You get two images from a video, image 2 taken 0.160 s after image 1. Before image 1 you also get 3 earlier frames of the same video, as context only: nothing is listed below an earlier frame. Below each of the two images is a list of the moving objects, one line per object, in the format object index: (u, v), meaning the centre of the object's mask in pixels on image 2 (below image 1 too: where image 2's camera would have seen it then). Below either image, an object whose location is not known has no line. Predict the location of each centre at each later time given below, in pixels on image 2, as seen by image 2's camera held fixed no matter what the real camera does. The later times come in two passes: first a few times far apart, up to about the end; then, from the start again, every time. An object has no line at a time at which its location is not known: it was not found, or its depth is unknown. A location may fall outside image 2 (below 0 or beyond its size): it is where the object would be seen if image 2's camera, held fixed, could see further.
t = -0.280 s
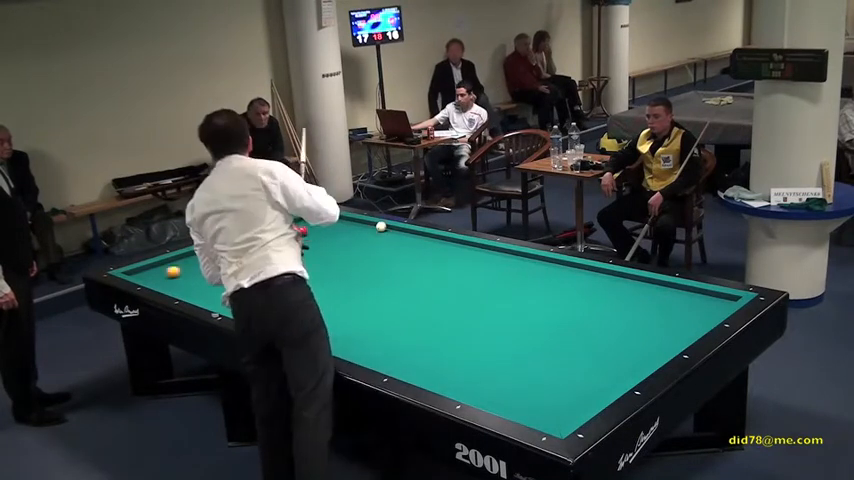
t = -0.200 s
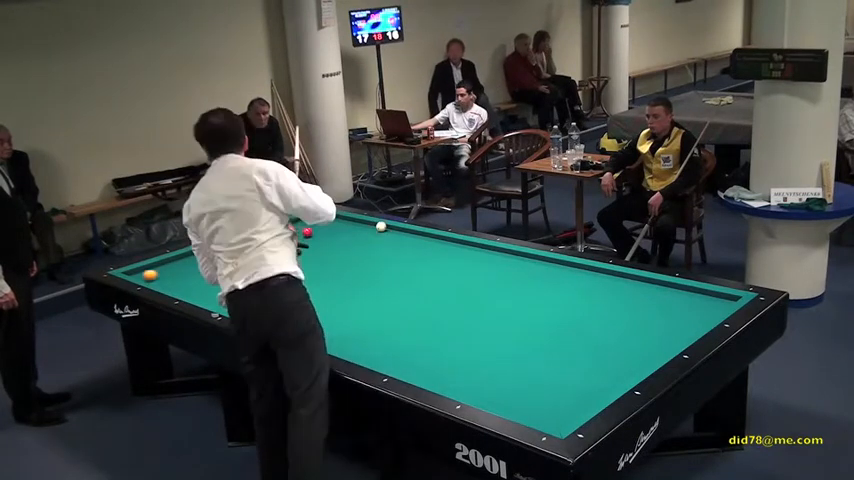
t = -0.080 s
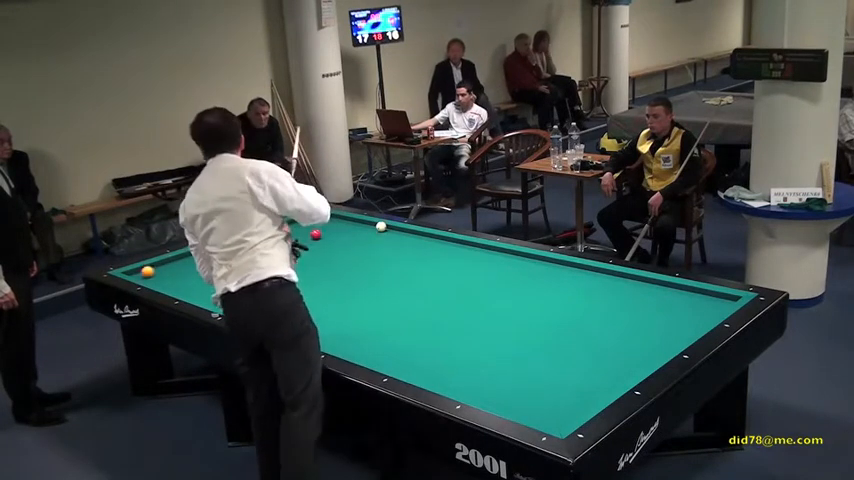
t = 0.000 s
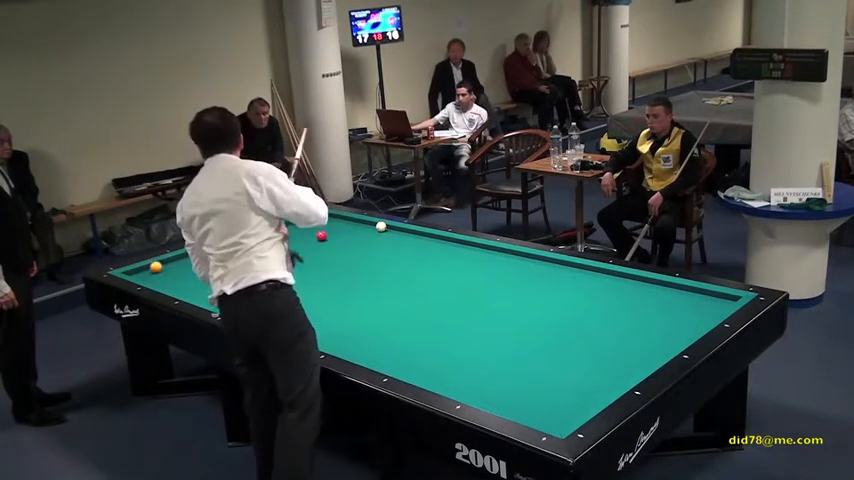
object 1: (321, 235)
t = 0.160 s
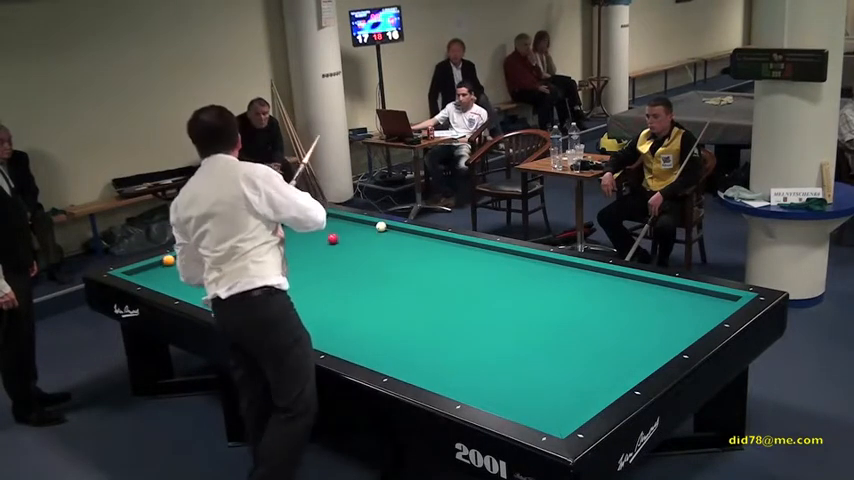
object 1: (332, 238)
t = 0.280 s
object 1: (341, 240)
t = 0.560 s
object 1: (361, 245)
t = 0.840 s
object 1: (382, 250)
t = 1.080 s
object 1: (400, 255)
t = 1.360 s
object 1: (422, 261)
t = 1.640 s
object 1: (445, 266)
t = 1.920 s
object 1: (468, 272)
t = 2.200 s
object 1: (492, 279)
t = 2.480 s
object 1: (516, 285)
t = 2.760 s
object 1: (541, 291)
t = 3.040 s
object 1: (566, 297)
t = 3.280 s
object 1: (588, 303)
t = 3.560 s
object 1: (615, 310)
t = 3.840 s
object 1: (642, 317)
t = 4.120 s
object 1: (670, 324)
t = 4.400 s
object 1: (685, 328)
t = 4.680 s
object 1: (669, 324)
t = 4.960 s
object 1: (653, 321)
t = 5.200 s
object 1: (641, 318)
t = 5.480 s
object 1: (627, 316)
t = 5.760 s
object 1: (615, 313)
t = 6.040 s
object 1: (603, 311)
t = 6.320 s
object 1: (592, 309)
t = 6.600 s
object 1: (582, 308)
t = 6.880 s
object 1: (573, 306)
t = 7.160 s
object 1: (564, 304)
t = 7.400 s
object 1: (557, 303)
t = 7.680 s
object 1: (550, 302)
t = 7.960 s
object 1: (544, 301)
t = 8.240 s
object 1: (538, 300)
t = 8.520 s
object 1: (533, 299)
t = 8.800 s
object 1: (528, 298)
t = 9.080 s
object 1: (525, 298)
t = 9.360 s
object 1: (522, 297)
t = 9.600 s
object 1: (520, 297)
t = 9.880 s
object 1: (518, 297)
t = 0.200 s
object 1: (335, 239)
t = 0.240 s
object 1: (338, 239)
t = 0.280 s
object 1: (341, 240)
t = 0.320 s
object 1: (344, 241)
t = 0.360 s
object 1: (347, 242)
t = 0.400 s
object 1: (350, 243)
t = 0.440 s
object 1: (352, 243)
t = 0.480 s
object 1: (355, 244)
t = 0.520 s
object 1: (358, 245)
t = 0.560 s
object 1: (361, 245)
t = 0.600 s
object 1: (364, 246)
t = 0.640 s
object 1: (367, 247)
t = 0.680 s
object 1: (370, 247)
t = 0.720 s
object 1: (373, 248)
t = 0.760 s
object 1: (376, 249)
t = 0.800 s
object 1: (379, 250)
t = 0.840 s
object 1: (382, 250)
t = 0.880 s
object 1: (385, 252)
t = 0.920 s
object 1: (388, 252)
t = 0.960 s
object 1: (391, 253)
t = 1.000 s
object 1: (394, 254)
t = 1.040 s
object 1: (397, 254)
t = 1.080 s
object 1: (400, 255)
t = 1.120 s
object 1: (404, 256)
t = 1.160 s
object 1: (406, 257)
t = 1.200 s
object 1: (410, 258)
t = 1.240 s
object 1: (413, 259)
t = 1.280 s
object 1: (416, 260)
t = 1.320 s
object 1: (419, 260)
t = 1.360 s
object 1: (422, 261)
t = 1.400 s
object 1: (426, 262)
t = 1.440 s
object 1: (429, 263)
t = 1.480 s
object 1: (432, 264)
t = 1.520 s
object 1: (435, 264)
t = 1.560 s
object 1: (438, 265)
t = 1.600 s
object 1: (442, 266)
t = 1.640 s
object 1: (445, 266)
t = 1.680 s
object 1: (448, 267)
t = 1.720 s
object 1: (451, 268)
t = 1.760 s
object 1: (455, 269)
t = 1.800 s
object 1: (458, 270)
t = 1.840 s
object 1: (461, 271)
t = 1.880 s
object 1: (465, 272)
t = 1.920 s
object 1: (468, 272)
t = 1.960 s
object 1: (471, 273)
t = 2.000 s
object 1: (475, 274)
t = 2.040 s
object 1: (478, 275)
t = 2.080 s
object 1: (482, 276)
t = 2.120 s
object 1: (485, 277)
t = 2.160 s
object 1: (488, 278)
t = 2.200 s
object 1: (492, 279)
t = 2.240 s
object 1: (495, 279)
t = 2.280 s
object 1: (499, 280)
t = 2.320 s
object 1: (502, 281)
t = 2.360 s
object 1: (505, 282)
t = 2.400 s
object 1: (509, 283)
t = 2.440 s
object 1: (513, 284)
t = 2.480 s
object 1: (516, 285)
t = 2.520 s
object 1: (520, 286)
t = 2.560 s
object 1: (523, 286)
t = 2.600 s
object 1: (527, 287)
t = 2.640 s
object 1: (531, 289)
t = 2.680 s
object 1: (534, 289)
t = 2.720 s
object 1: (538, 290)
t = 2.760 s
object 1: (541, 291)
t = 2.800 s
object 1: (545, 292)
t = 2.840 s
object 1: (548, 293)
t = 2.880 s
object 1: (552, 294)
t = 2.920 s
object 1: (556, 295)
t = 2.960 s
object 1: (559, 296)
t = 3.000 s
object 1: (563, 297)
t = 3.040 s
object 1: (566, 297)
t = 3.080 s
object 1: (570, 299)
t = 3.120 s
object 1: (574, 300)
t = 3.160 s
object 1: (577, 300)
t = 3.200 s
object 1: (581, 301)
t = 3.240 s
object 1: (585, 302)
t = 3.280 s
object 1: (588, 303)
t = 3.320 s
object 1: (593, 304)
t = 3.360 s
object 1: (596, 305)
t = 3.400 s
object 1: (600, 306)
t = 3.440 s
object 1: (604, 307)
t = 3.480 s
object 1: (608, 308)
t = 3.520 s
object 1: (611, 309)
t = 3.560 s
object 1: (615, 310)
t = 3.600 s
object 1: (619, 311)
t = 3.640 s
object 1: (623, 312)
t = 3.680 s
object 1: (626, 313)
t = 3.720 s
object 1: (631, 314)
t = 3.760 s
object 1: (634, 315)
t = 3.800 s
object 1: (638, 316)
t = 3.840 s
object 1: (642, 317)
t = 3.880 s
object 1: (646, 318)
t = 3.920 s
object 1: (650, 319)
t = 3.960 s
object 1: (654, 320)
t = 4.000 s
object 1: (658, 321)
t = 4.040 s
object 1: (662, 322)
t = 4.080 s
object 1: (666, 323)
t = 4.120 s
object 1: (670, 324)
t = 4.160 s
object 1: (674, 325)
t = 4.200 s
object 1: (678, 326)
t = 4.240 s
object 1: (681, 327)
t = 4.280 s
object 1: (685, 328)
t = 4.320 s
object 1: (689, 328)
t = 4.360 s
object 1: (687, 328)
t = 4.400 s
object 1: (685, 328)
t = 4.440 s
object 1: (683, 327)
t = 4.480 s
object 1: (681, 327)
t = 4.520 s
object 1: (678, 326)
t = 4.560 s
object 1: (676, 325)
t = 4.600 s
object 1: (673, 325)
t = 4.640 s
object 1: (671, 324)
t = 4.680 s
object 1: (669, 324)
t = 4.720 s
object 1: (666, 323)
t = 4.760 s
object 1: (664, 323)
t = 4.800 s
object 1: (662, 323)
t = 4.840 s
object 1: (660, 322)
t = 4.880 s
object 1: (658, 321)
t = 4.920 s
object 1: (656, 321)
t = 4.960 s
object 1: (653, 321)
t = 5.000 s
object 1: (651, 320)
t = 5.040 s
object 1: (649, 320)
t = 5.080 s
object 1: (647, 320)
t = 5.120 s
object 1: (645, 319)
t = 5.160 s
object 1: (643, 319)
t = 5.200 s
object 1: (641, 318)
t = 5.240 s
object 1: (639, 318)
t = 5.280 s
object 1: (637, 318)
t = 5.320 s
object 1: (635, 317)
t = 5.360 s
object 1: (633, 317)
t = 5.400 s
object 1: (631, 316)
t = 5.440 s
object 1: (629, 316)
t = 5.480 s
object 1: (627, 316)
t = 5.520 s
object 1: (626, 315)
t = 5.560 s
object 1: (624, 315)
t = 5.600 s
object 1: (622, 315)
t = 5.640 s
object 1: (620, 314)
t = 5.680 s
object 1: (618, 314)
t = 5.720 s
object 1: (616, 314)
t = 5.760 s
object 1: (615, 313)
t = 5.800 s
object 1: (613, 313)
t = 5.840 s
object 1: (611, 313)
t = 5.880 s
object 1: (610, 312)
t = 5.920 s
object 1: (608, 312)
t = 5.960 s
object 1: (607, 312)
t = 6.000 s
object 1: (605, 311)
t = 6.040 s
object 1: (603, 311)
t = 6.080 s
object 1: (602, 311)
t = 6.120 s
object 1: (600, 310)
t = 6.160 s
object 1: (599, 310)
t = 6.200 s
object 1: (597, 310)
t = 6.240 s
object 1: (595, 309)
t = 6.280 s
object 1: (594, 309)
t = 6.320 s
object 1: (592, 309)
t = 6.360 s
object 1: (591, 309)
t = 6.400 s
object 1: (589, 309)
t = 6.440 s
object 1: (588, 308)
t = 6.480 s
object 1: (586, 308)
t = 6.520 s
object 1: (585, 308)
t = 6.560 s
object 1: (583, 308)
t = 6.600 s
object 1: (582, 308)
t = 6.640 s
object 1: (581, 307)
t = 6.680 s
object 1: (579, 307)
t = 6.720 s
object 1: (578, 307)
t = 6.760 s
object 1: (577, 306)
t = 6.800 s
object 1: (575, 306)
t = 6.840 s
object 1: (574, 306)
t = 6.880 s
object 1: (573, 306)
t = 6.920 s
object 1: (571, 305)
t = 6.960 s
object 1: (570, 305)
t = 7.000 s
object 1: (569, 305)
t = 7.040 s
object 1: (568, 305)
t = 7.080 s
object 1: (566, 305)
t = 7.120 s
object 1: (565, 304)
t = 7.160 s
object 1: (564, 304)
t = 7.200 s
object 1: (563, 304)
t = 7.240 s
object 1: (562, 304)
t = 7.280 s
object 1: (561, 303)
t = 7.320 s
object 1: (559, 303)
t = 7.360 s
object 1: (558, 303)
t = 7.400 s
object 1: (557, 303)
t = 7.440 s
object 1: (556, 303)
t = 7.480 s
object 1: (555, 303)
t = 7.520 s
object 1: (554, 303)
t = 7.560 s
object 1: (553, 302)
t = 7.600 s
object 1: (552, 302)
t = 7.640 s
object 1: (551, 302)
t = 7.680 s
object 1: (550, 302)
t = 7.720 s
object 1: (549, 302)
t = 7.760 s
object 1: (548, 302)
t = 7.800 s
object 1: (547, 301)
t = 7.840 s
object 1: (546, 302)
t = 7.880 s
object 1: (545, 301)
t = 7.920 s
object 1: (544, 301)
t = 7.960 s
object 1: (544, 301)
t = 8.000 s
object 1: (543, 301)
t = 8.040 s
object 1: (542, 301)
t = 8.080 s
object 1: (541, 301)
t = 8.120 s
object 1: (540, 301)
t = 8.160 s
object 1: (539, 300)
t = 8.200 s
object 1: (538, 300)
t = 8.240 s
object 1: (538, 300)
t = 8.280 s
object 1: (537, 300)
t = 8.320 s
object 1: (536, 300)
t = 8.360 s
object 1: (536, 300)
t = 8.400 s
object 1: (535, 300)
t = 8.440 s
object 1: (534, 300)
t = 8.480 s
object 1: (533, 299)
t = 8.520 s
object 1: (533, 299)
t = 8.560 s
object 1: (532, 299)
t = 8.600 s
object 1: (531, 299)
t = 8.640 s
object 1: (531, 299)
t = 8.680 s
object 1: (530, 299)
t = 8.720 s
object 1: (530, 298)
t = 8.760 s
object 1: (529, 298)
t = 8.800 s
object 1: (528, 298)
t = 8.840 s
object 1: (528, 298)
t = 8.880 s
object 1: (527, 298)
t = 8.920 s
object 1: (527, 298)
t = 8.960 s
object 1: (526, 297)
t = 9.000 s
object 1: (526, 298)
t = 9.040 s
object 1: (525, 297)
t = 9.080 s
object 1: (525, 298)
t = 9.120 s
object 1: (524, 297)
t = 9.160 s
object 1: (524, 297)
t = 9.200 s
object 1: (524, 297)
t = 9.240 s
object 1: (523, 297)
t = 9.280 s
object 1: (522, 297)
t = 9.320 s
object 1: (522, 297)
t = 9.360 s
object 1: (522, 297)
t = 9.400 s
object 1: (521, 297)
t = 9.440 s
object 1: (521, 297)
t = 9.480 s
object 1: (520, 297)
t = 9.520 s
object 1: (520, 297)
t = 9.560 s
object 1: (520, 297)
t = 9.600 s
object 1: (520, 297)
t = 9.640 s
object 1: (519, 297)
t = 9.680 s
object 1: (519, 297)
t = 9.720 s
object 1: (519, 297)
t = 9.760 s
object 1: (518, 297)
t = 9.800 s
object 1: (518, 297)
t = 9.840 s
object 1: (518, 297)
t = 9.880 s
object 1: (518, 297)
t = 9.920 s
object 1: (518, 297)
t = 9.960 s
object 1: (517, 297)
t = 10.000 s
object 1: (517, 296)
